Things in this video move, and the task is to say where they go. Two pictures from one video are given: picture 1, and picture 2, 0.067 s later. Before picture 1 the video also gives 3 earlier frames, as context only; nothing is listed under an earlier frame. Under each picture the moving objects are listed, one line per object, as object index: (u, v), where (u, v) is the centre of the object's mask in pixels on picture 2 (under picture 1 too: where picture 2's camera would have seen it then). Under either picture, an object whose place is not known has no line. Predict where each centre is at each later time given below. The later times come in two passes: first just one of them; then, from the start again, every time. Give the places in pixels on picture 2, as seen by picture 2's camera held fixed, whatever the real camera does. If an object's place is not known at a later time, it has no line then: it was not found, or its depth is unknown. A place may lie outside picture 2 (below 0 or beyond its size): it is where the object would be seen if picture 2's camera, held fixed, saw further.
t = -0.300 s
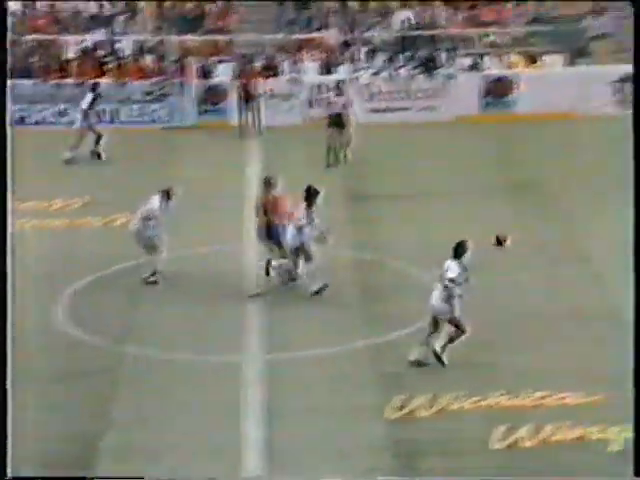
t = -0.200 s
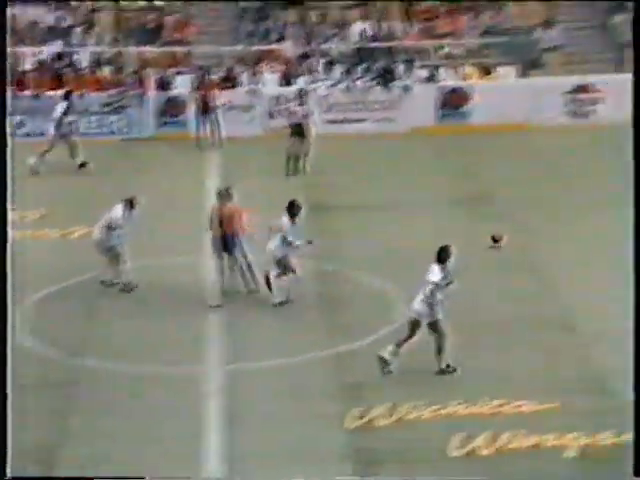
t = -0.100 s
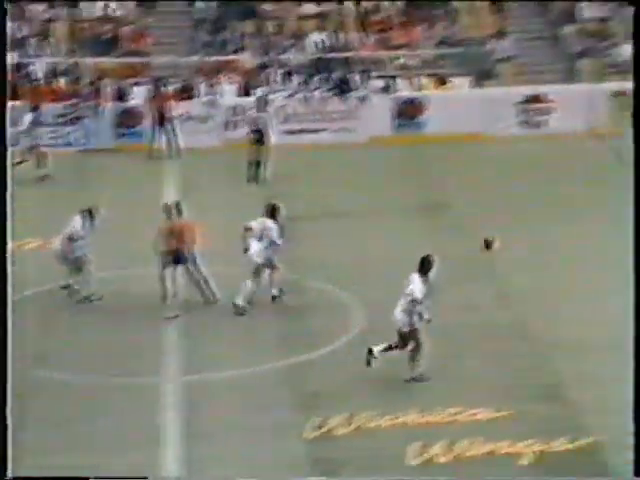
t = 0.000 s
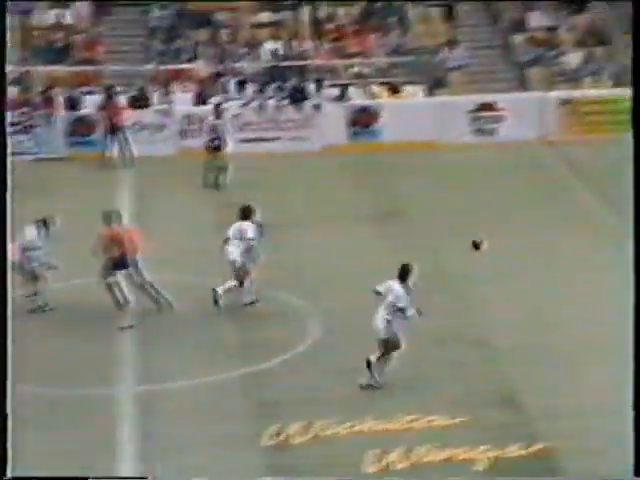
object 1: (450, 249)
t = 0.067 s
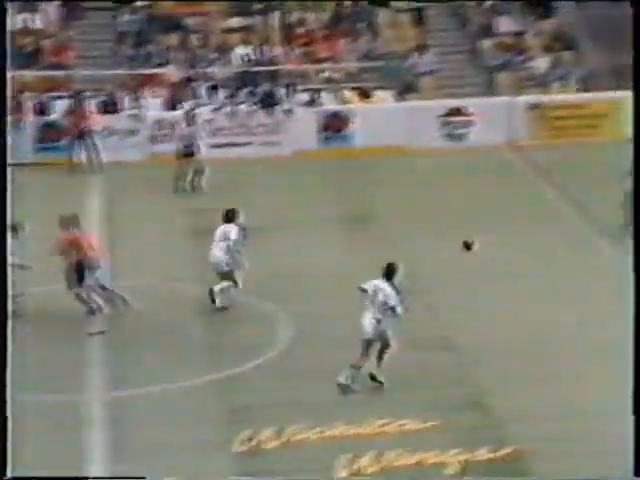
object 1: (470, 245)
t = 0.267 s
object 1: (530, 232)
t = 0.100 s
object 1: (479, 243)
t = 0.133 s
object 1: (491, 239)
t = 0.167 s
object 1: (502, 237)
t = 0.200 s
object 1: (510, 235)
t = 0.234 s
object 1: (521, 234)
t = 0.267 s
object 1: (530, 232)
